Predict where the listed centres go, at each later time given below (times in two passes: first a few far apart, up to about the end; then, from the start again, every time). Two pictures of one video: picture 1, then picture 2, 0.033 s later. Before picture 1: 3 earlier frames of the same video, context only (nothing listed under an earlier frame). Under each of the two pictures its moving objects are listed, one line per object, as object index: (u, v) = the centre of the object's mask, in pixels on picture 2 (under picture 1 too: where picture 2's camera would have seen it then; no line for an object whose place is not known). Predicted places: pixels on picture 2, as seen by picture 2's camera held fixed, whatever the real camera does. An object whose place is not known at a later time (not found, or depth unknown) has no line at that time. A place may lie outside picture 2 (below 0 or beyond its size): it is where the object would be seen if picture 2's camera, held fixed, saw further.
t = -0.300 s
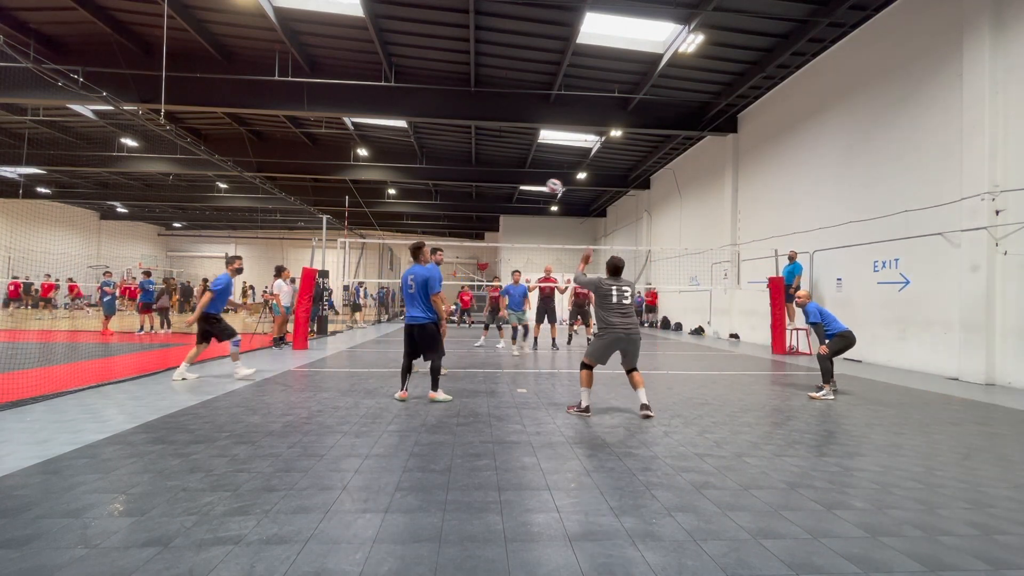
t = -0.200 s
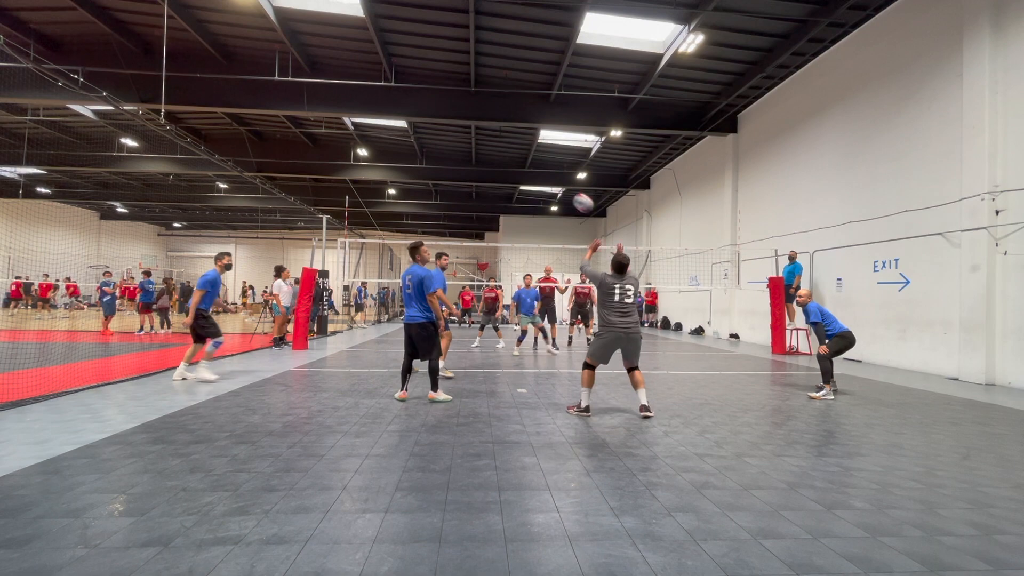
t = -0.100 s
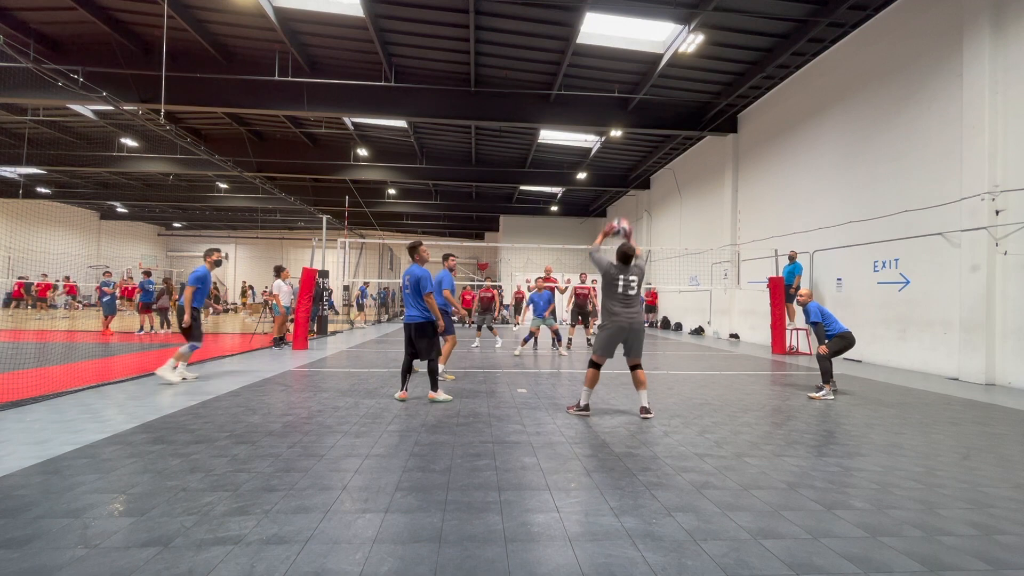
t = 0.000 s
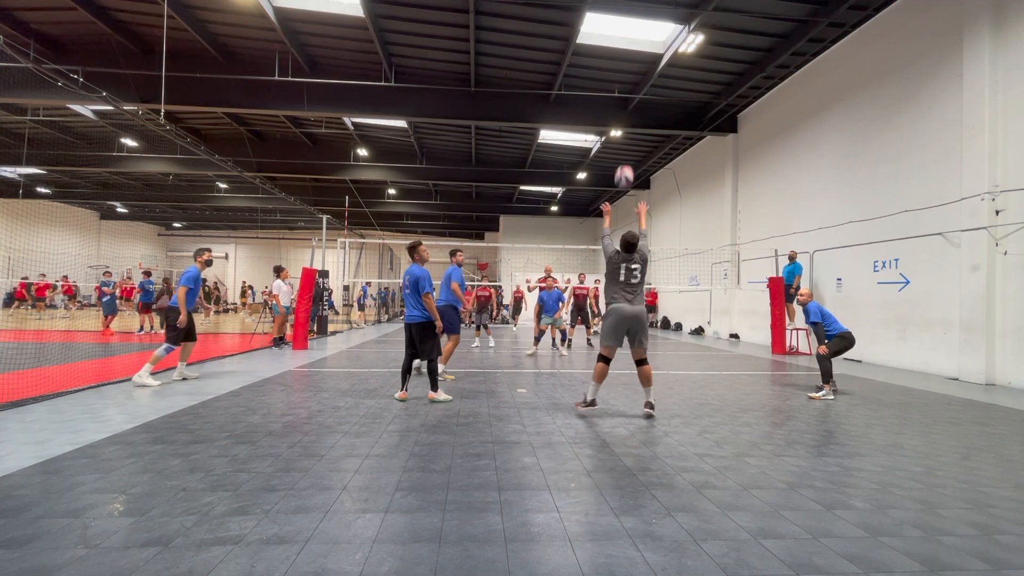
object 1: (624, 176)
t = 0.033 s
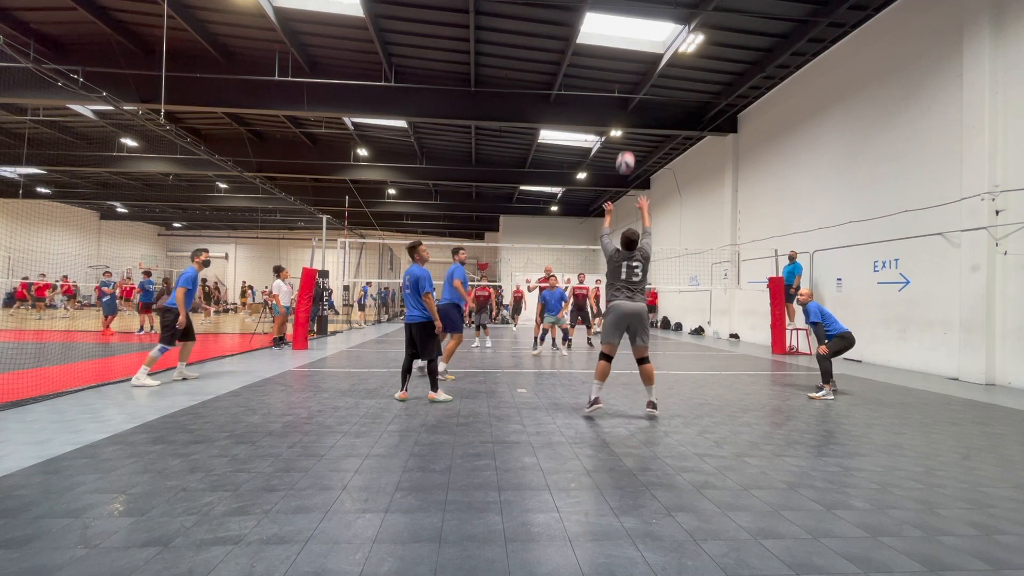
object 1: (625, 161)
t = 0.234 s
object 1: (631, 103)
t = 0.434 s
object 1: (638, 85)
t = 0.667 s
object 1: (643, 98)
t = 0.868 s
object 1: (646, 131)
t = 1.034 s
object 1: (648, 172)
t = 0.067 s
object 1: (626, 148)
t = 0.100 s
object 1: (628, 136)
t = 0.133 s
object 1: (629, 125)
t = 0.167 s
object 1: (629, 117)
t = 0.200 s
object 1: (630, 110)
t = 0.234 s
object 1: (631, 103)
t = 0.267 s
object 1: (633, 98)
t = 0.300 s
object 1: (634, 94)
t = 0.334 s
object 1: (635, 90)
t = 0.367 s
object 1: (636, 88)
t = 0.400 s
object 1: (637, 86)
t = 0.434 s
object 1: (638, 85)
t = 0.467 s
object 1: (639, 85)
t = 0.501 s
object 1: (640, 86)
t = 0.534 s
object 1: (640, 87)
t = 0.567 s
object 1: (641, 89)
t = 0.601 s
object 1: (642, 91)
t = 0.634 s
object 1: (643, 95)
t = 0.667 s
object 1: (643, 98)
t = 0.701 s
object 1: (644, 103)
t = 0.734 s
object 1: (644, 107)
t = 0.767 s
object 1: (645, 112)
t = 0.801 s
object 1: (645, 118)
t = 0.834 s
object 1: (646, 124)
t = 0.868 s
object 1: (646, 131)
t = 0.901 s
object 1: (647, 139)
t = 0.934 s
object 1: (647, 147)
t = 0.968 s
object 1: (648, 155)
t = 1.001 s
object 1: (648, 163)
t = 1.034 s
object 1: (648, 172)
